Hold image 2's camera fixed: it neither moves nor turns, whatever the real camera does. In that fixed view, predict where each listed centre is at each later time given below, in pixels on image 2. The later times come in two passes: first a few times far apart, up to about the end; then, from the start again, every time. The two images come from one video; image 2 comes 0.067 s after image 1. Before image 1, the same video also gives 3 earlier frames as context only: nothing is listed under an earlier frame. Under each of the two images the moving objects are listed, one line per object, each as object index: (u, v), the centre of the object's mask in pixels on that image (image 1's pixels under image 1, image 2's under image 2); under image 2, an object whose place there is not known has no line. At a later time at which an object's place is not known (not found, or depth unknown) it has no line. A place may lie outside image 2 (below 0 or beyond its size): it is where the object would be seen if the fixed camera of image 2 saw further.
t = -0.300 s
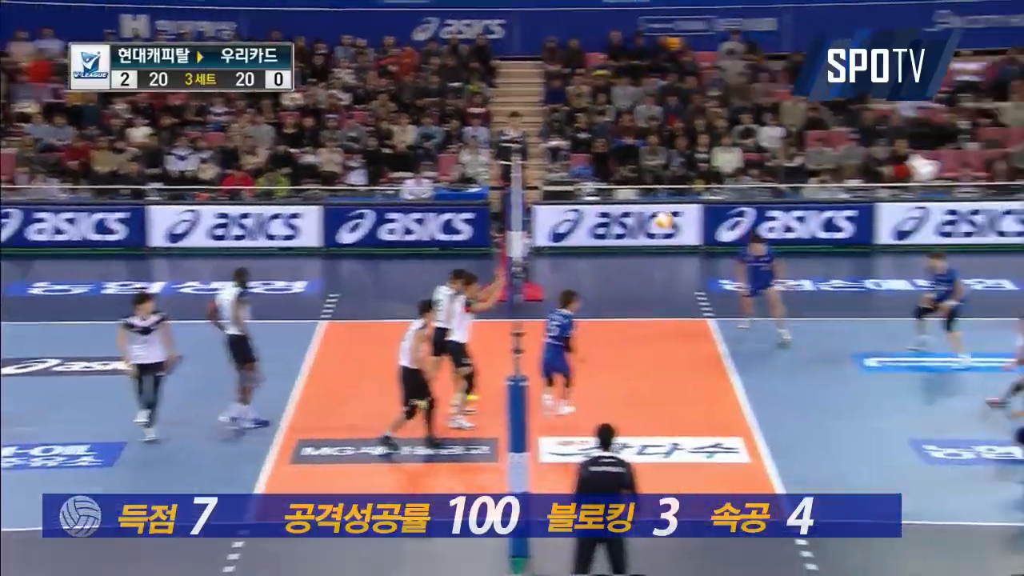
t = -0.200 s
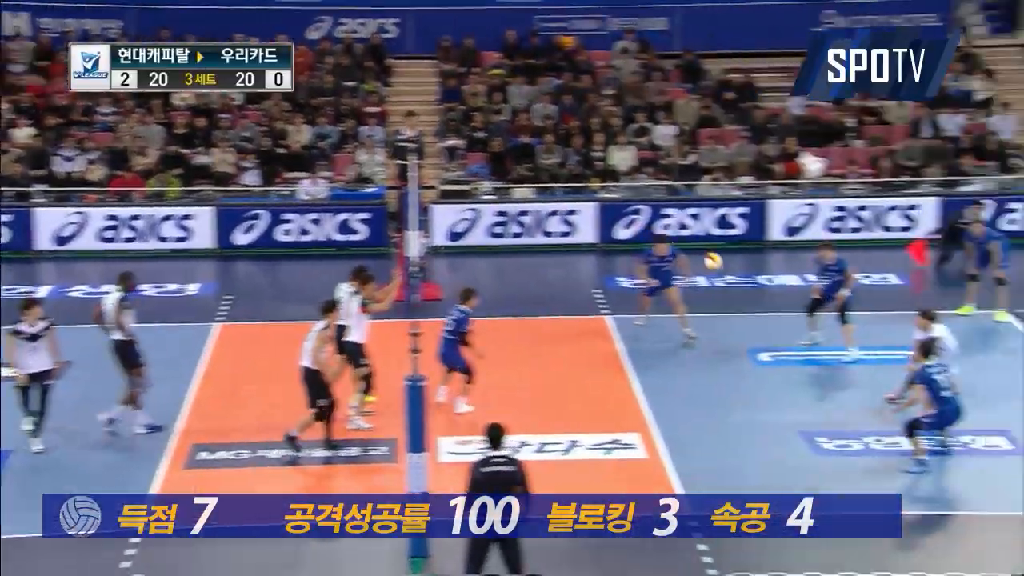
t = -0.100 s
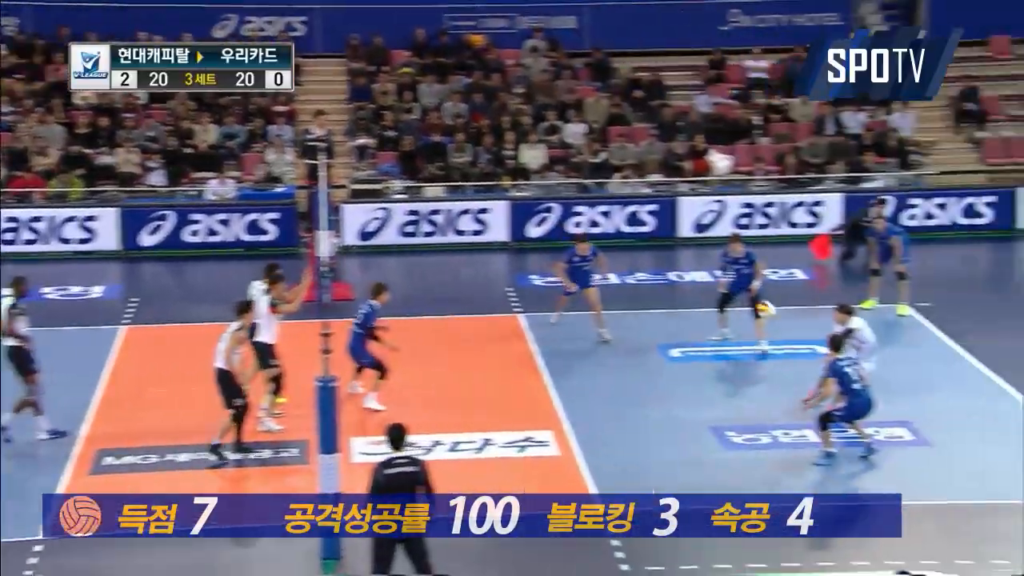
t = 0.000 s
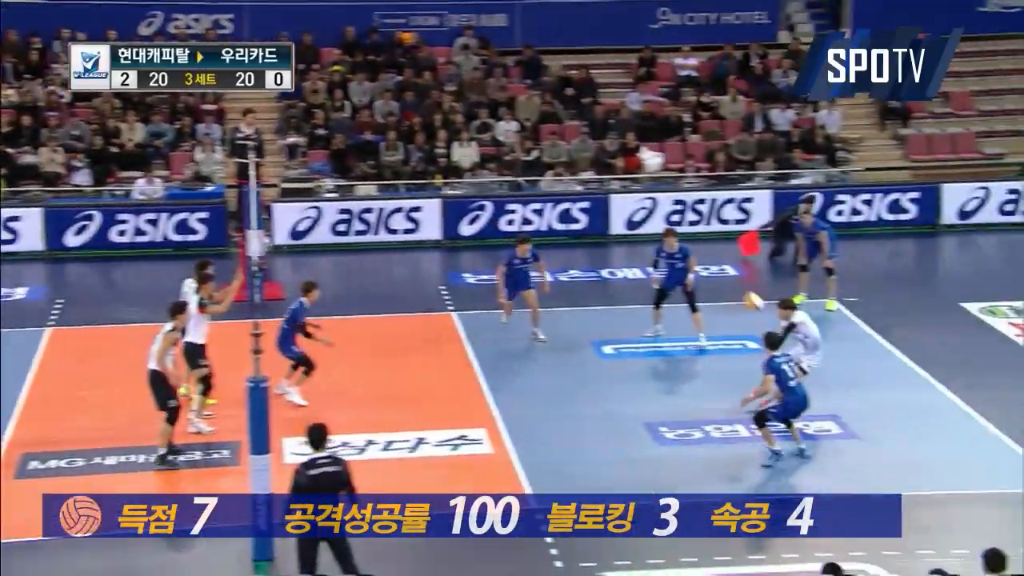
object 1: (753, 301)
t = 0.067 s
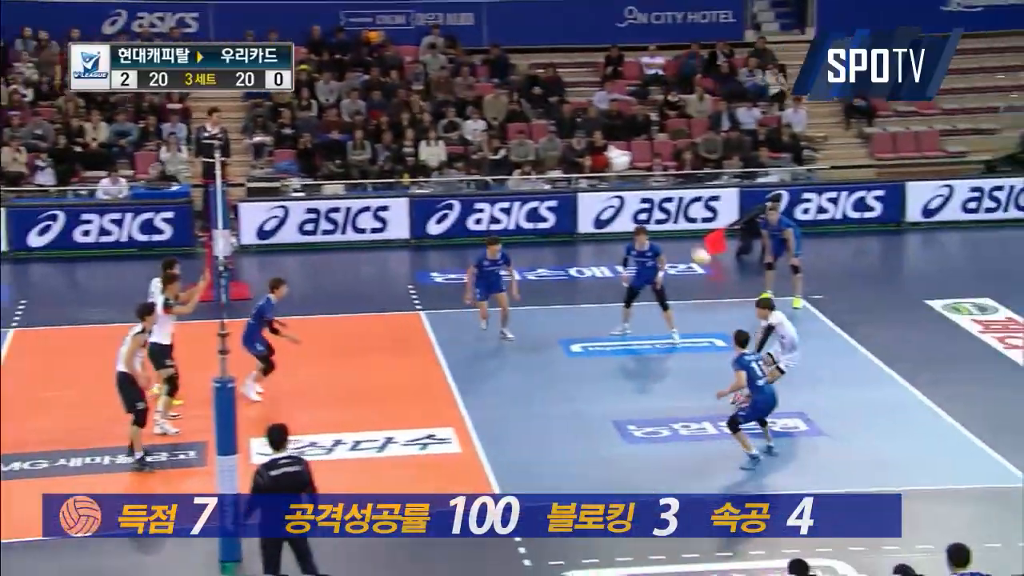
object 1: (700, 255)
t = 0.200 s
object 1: (663, 180)
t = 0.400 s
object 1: (608, 89)
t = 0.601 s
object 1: (558, 31)
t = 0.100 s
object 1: (690, 236)
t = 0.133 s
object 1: (681, 216)
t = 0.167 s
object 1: (672, 197)
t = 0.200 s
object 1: (663, 180)
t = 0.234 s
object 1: (653, 163)
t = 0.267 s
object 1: (643, 146)
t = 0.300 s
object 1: (635, 131)
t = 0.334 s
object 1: (627, 116)
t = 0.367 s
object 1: (618, 103)
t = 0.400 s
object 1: (608, 89)
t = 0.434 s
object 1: (600, 78)
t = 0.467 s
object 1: (592, 67)
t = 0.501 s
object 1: (583, 57)
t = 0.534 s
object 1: (574, 47)
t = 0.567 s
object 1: (566, 39)
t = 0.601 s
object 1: (558, 31)
